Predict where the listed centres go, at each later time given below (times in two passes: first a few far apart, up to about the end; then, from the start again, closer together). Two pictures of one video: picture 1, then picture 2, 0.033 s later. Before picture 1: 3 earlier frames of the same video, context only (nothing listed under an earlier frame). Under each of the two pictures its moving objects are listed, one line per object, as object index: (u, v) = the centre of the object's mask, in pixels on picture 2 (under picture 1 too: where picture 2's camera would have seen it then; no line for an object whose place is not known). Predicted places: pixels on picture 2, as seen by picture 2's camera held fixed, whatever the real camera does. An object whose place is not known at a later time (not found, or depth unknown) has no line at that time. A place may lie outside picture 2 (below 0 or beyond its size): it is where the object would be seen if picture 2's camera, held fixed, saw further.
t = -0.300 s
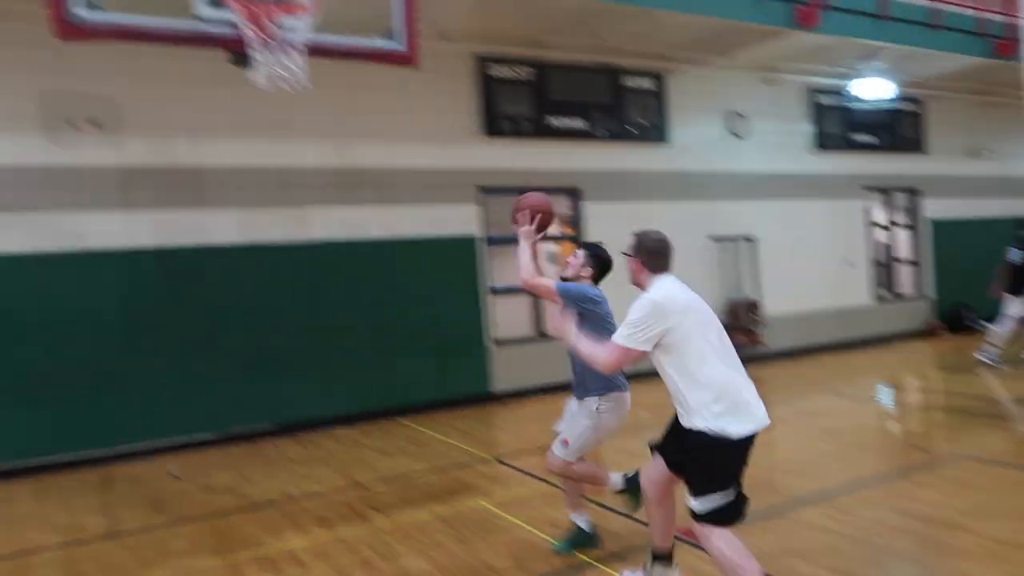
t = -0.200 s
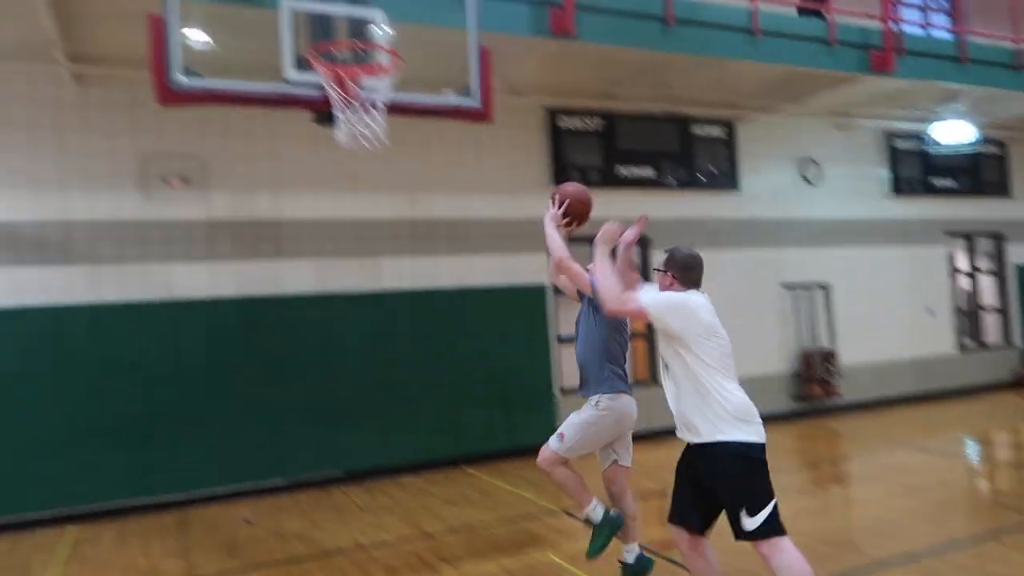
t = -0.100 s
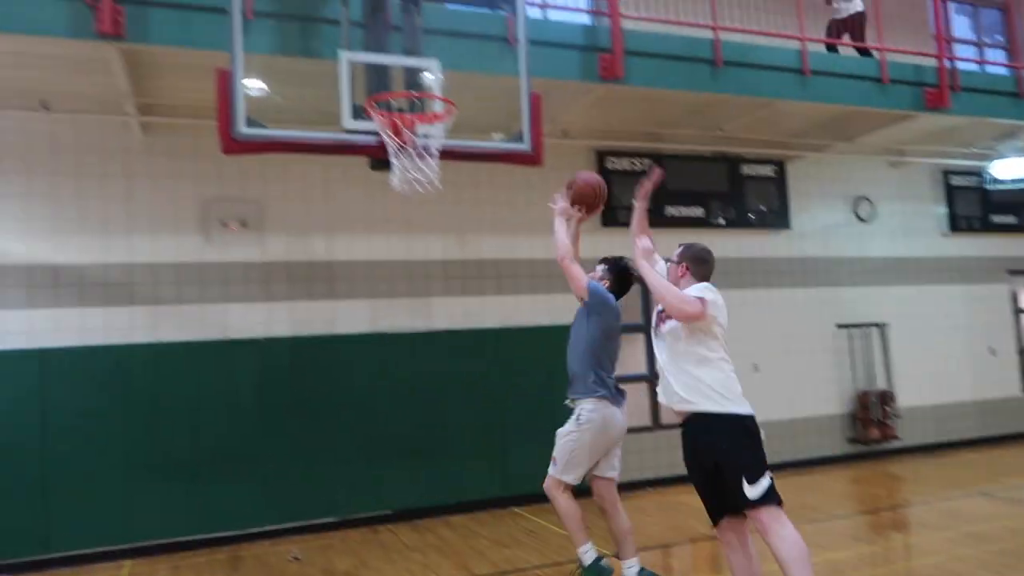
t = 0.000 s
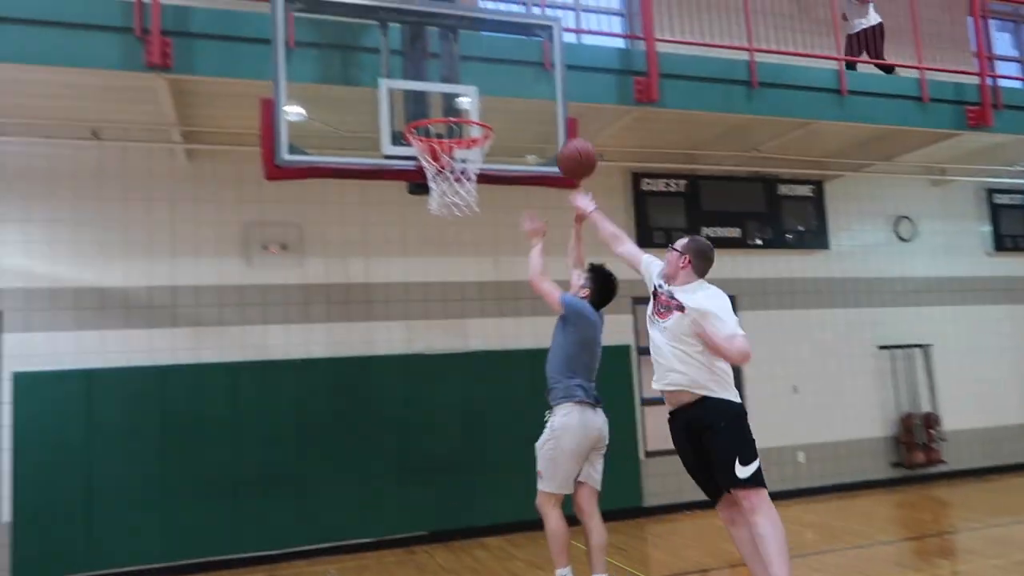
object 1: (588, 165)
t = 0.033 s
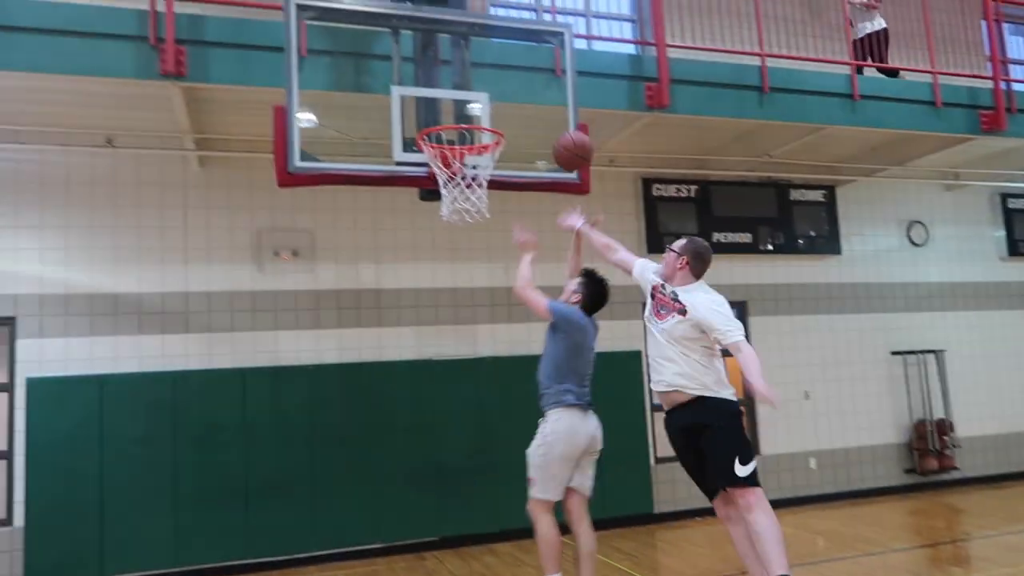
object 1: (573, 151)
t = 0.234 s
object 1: (490, 104)
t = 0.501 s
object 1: (450, 115)
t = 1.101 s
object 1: (488, 303)
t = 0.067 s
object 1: (558, 139)
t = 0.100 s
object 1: (544, 128)
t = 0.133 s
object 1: (530, 119)
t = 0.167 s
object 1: (516, 113)
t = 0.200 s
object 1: (504, 108)
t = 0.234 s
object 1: (490, 104)
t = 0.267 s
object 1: (483, 101)
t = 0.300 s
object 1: (478, 99)
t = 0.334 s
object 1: (473, 98)
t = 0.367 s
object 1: (469, 98)
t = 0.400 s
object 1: (464, 101)
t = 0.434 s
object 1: (460, 105)
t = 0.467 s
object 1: (455, 110)
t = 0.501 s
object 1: (450, 115)
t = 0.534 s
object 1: (449, 131)
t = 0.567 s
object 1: (459, 139)
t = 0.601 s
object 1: (468, 148)
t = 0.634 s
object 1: (479, 156)
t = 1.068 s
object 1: (487, 283)
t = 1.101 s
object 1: (488, 303)
